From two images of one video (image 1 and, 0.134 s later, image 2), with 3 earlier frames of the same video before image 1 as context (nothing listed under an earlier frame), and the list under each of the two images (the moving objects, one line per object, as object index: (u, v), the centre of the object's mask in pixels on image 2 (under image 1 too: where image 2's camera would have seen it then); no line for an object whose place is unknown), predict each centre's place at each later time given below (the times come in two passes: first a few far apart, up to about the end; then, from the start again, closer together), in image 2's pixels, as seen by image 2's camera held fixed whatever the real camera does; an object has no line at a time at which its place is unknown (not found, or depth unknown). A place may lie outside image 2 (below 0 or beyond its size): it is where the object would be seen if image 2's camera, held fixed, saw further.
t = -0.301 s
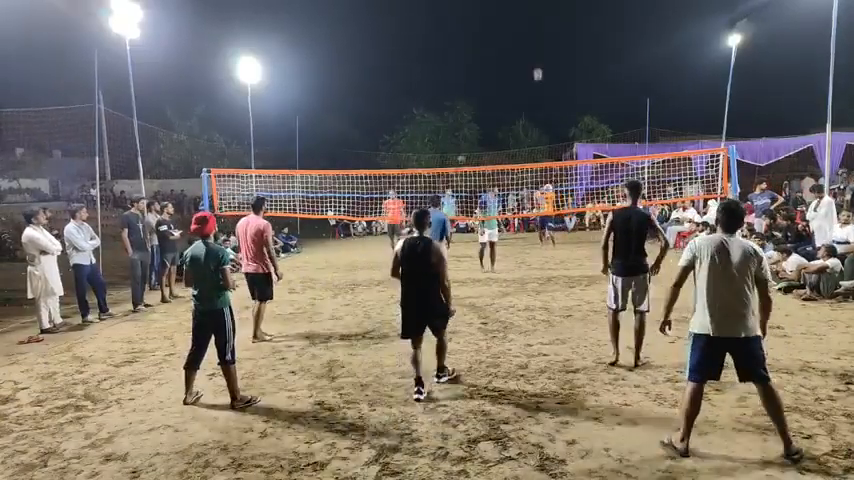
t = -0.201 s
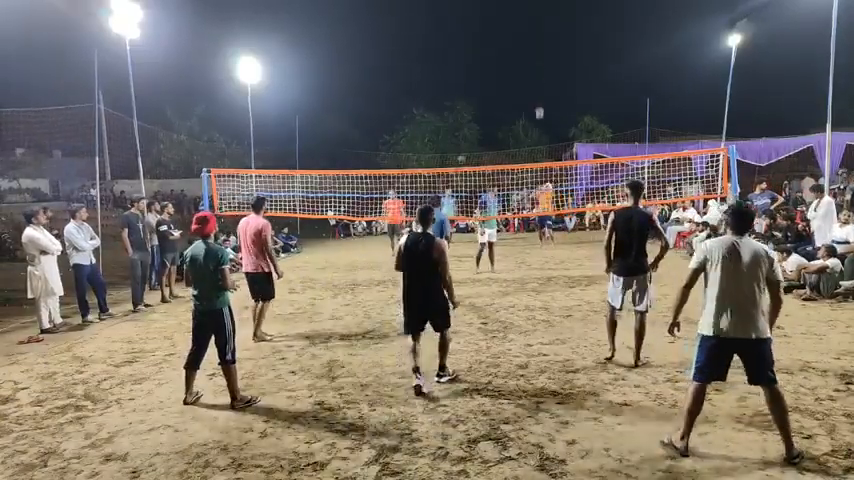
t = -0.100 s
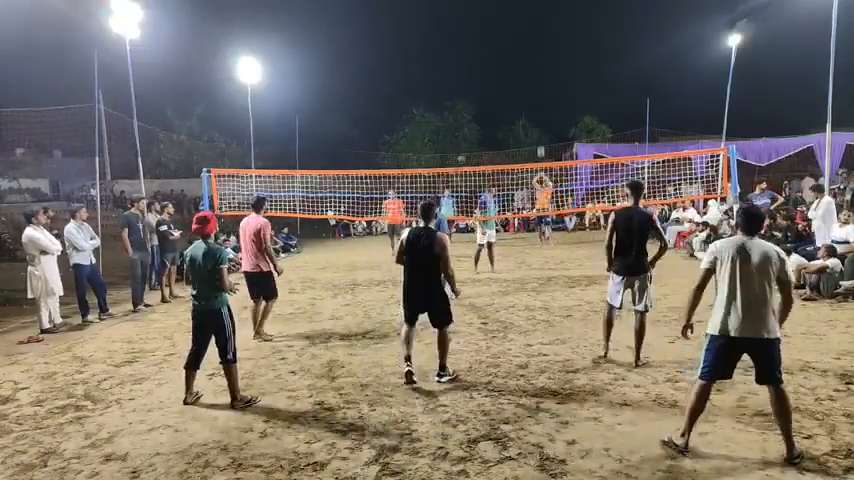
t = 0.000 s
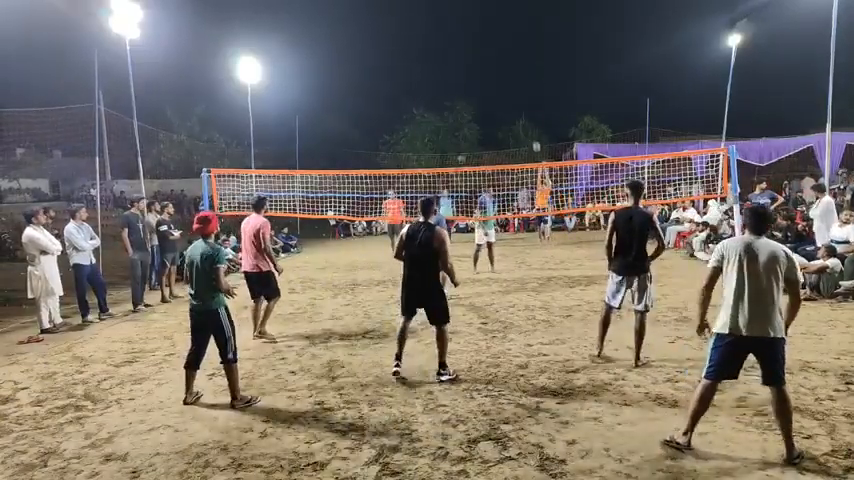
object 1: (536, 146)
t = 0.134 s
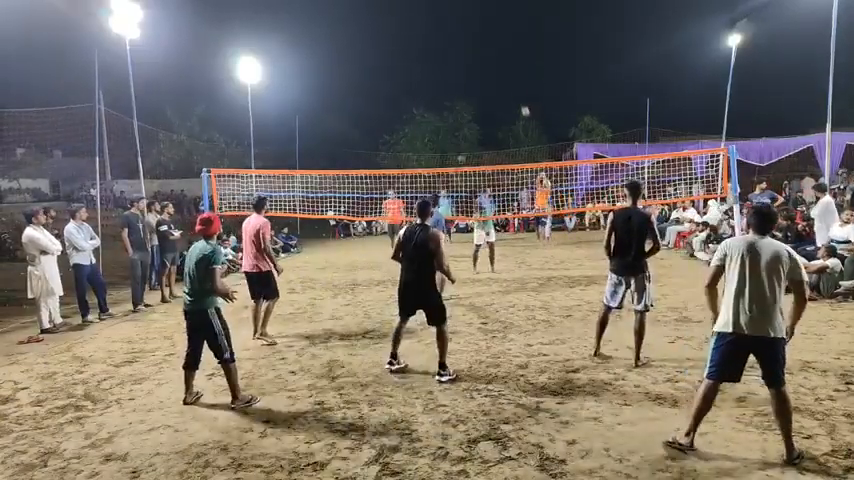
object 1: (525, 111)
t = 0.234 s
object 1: (516, 87)
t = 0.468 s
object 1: (489, 40)
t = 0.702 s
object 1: (454, 11)
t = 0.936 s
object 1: (409, 13)
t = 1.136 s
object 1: (358, 53)
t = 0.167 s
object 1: (521, 103)
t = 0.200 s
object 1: (518, 95)
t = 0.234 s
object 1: (516, 87)
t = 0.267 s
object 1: (512, 79)
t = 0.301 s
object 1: (508, 72)
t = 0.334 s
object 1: (505, 65)
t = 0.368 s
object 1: (501, 58)
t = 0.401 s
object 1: (497, 52)
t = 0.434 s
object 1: (493, 46)
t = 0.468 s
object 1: (489, 40)
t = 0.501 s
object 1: (485, 34)
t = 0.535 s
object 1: (480, 29)
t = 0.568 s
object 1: (475, 25)
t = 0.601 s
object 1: (470, 21)
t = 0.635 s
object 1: (465, 17)
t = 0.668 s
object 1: (460, 14)
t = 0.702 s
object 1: (454, 11)
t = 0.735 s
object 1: (448, 9)
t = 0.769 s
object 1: (443, 8)
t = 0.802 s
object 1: (436, 7)
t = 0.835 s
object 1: (430, 7)
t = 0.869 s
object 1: (423, 8)
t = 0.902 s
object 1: (416, 10)
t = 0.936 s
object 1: (409, 13)
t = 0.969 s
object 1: (401, 16)
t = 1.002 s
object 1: (393, 21)
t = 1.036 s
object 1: (385, 27)
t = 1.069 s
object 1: (376, 33)
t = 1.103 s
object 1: (367, 42)
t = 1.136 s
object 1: (358, 53)
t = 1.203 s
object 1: (337, 77)
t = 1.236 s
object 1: (326, 91)
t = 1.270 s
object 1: (314, 108)
